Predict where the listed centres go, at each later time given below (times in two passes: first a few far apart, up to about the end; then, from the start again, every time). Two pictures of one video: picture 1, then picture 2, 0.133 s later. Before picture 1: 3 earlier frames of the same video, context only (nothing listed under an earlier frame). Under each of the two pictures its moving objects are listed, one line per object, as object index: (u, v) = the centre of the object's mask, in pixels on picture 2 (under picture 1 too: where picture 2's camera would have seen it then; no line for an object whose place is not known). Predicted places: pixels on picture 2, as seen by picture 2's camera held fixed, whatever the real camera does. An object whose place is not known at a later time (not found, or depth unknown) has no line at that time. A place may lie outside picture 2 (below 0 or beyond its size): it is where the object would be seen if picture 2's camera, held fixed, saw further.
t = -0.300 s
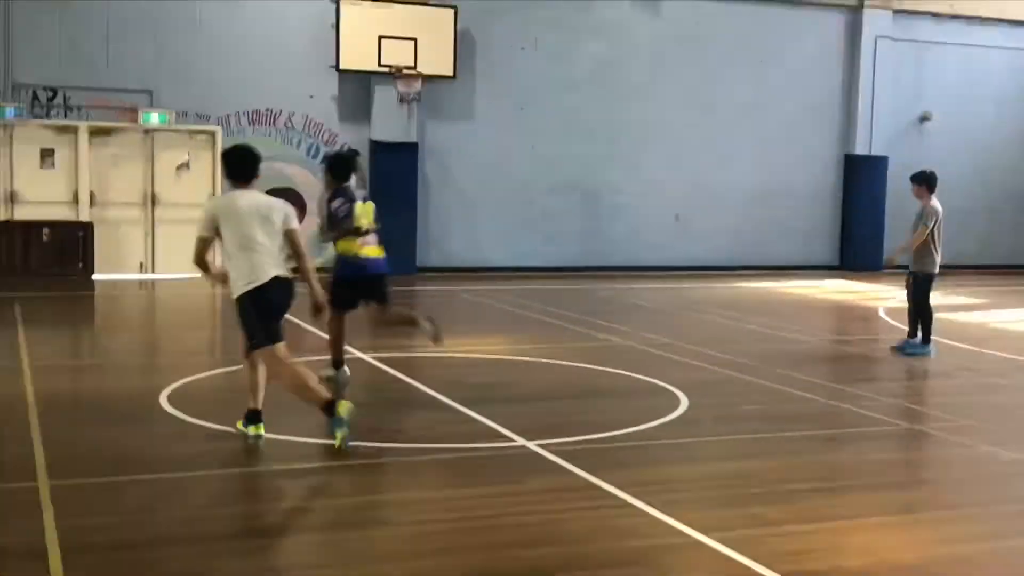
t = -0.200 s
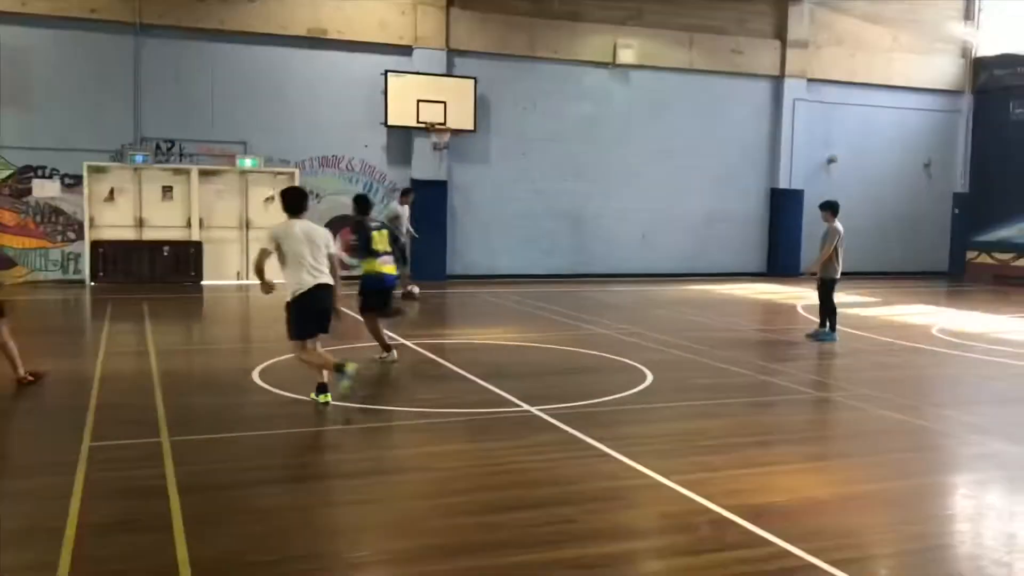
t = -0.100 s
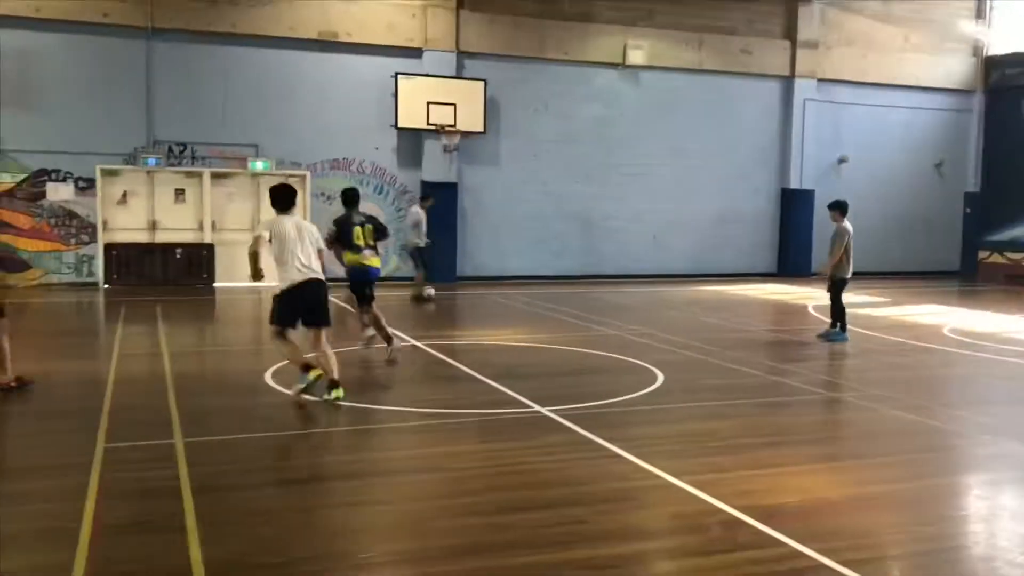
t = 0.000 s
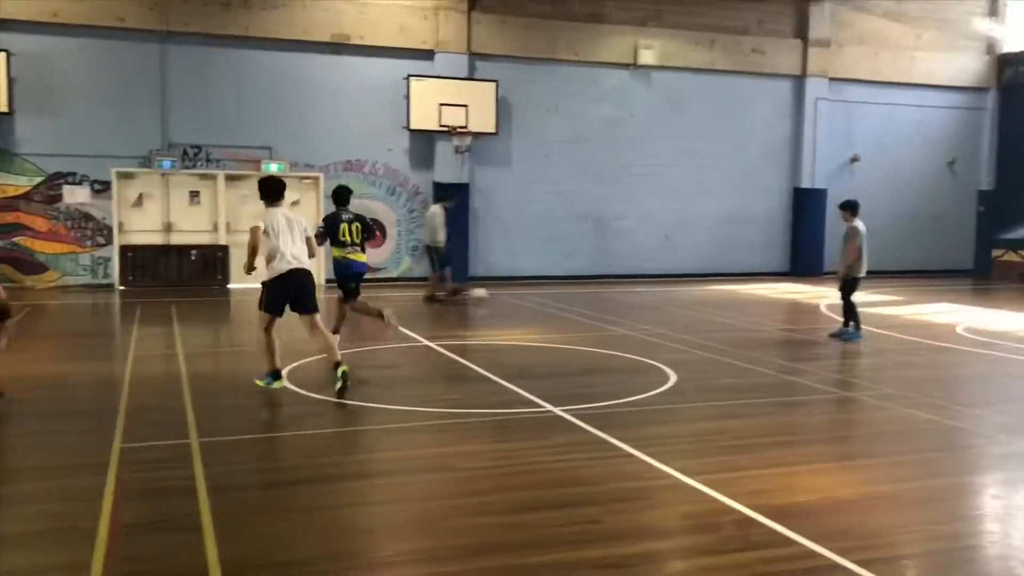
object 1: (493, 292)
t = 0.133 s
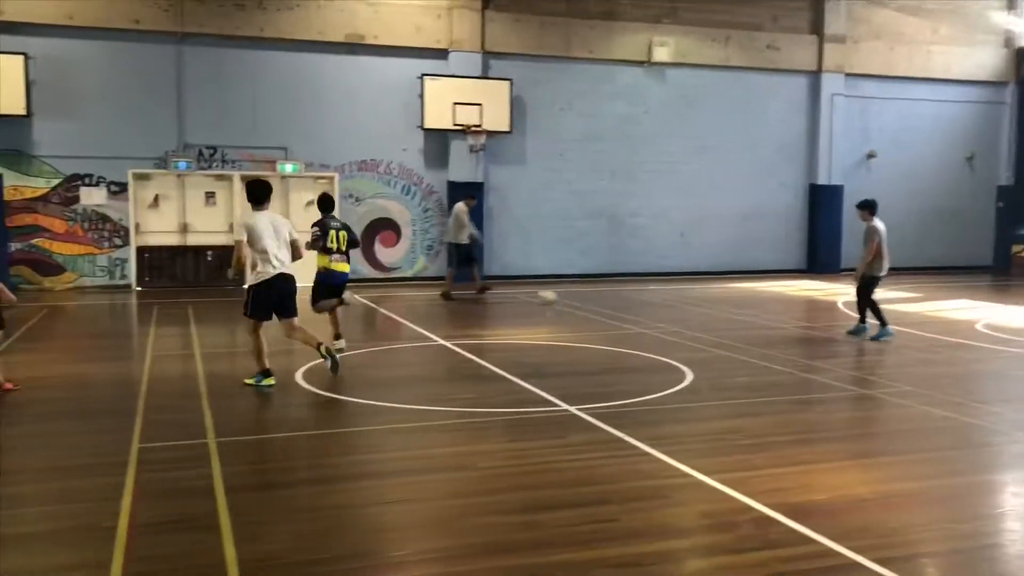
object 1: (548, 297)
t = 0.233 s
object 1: (585, 300)
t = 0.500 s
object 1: (681, 306)
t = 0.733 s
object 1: (756, 310)
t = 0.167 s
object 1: (560, 298)
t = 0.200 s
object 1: (574, 299)
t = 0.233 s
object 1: (585, 300)
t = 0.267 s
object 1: (598, 300)
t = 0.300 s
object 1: (610, 302)
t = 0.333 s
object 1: (623, 302)
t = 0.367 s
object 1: (636, 303)
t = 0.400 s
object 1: (647, 303)
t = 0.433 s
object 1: (659, 304)
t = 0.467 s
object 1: (670, 306)
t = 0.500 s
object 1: (681, 306)
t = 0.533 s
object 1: (693, 306)
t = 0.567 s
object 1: (703, 306)
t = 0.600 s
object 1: (714, 306)
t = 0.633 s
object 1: (724, 307)
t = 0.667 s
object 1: (736, 309)
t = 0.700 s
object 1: (745, 309)
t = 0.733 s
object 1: (756, 310)
